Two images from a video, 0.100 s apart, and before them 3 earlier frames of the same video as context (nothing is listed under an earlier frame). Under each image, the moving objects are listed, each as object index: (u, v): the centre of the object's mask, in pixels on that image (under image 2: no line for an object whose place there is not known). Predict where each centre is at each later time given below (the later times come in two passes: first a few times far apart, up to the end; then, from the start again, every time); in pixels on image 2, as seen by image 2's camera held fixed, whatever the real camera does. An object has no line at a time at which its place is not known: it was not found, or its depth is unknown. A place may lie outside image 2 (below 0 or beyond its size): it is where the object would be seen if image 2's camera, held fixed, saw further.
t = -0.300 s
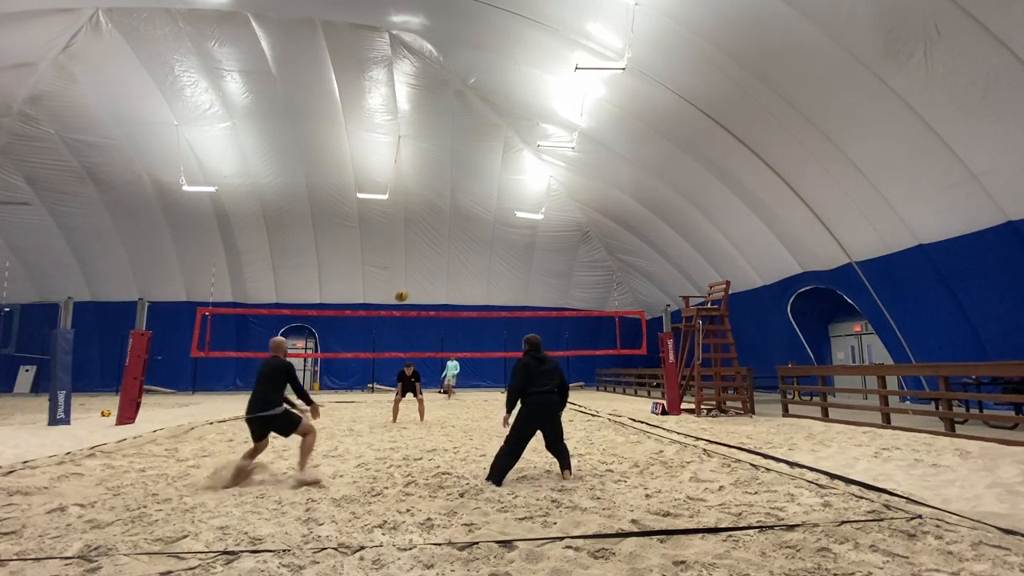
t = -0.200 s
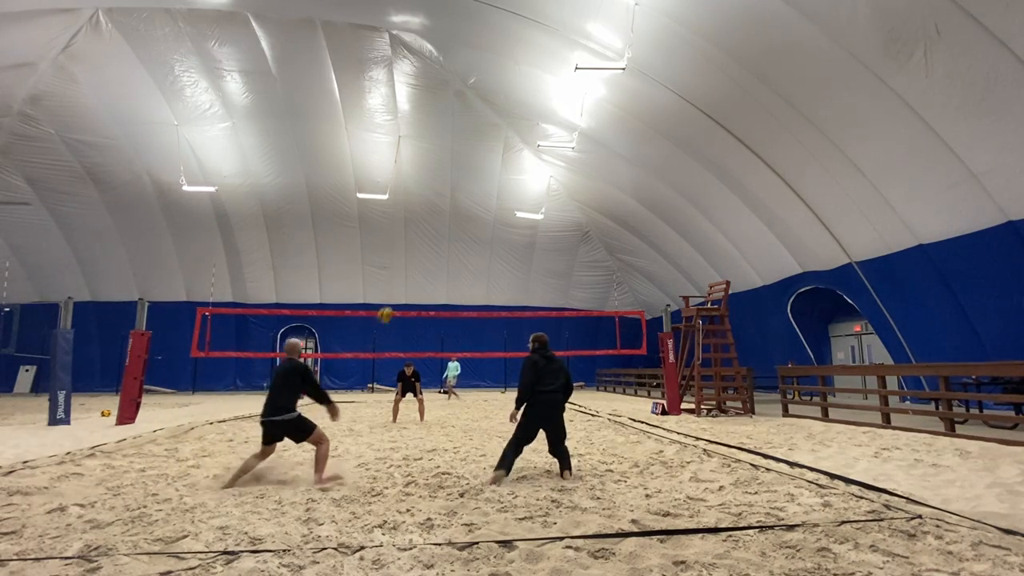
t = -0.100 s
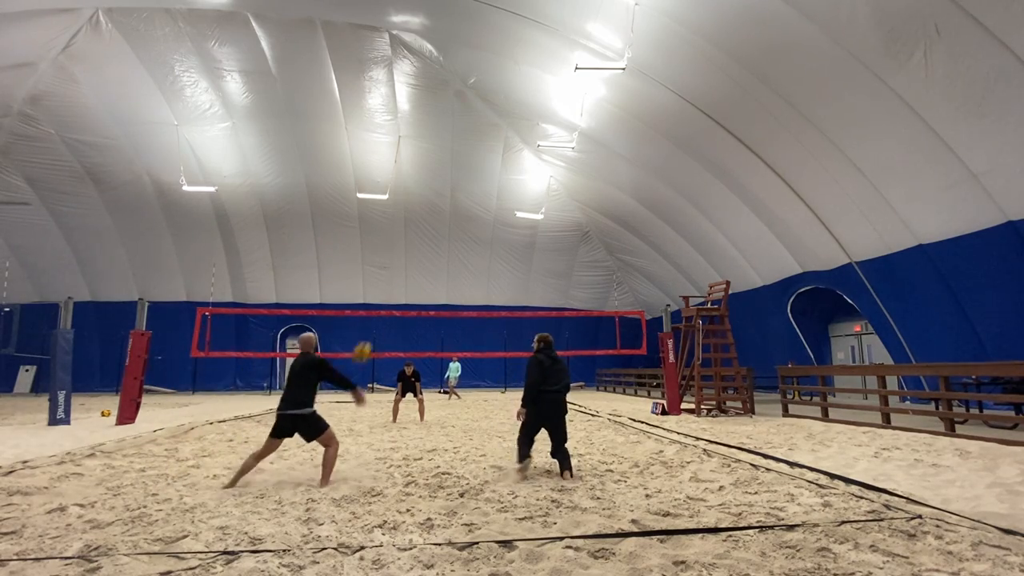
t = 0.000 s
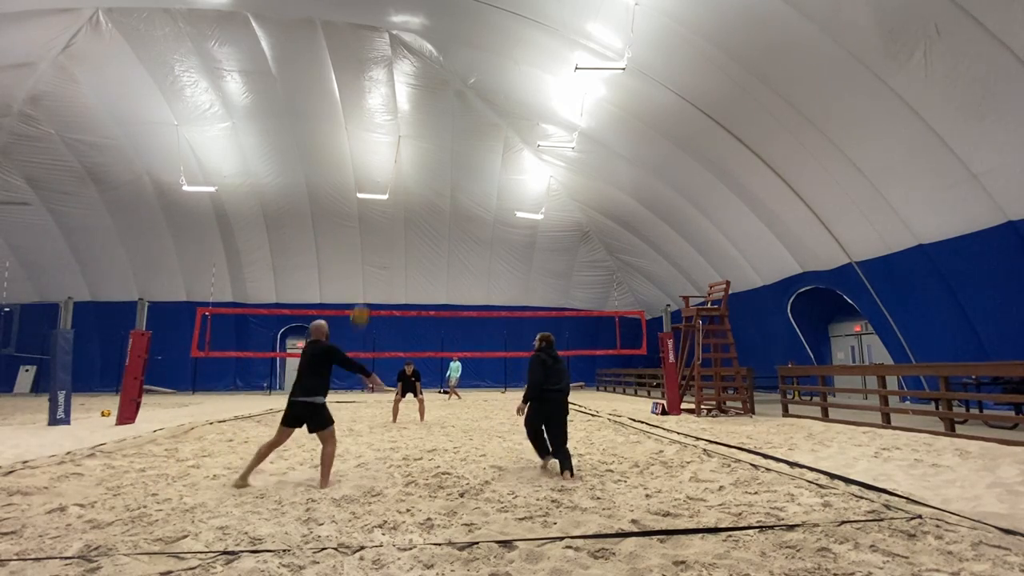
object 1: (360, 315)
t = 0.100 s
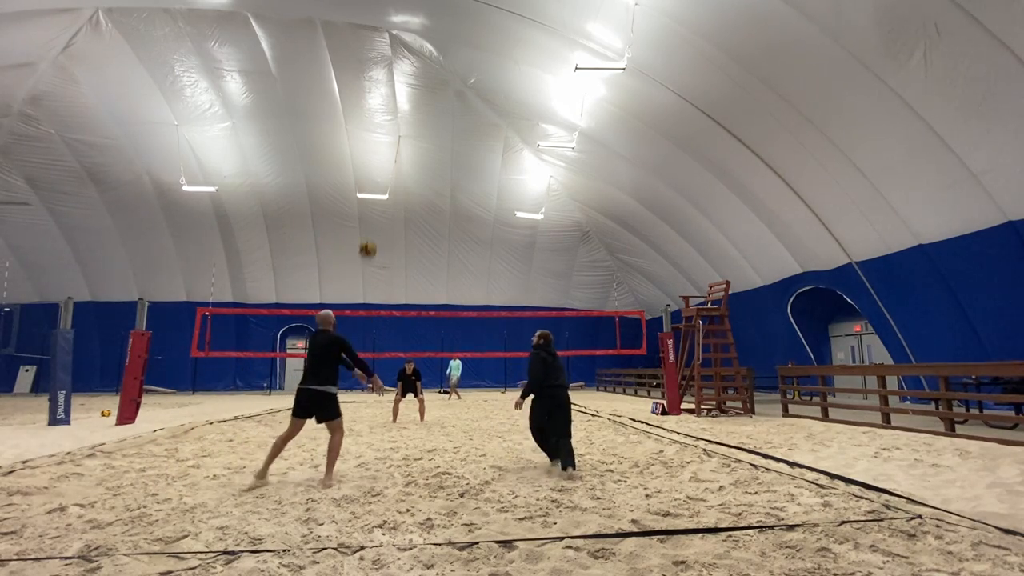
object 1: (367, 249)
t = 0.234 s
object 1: (375, 181)
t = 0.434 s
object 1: (384, 115)
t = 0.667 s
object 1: (391, 78)
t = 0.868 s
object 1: (395, 72)
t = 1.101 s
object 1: (398, 92)
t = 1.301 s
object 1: (400, 129)
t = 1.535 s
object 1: (402, 193)
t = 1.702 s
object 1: (403, 253)
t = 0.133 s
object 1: (370, 231)
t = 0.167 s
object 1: (372, 213)
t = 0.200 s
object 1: (373, 197)
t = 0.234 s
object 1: (375, 181)
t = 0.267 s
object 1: (377, 167)
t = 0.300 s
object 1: (379, 155)
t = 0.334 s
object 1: (380, 144)
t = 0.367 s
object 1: (382, 133)
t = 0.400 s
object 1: (383, 124)
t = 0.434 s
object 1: (384, 115)
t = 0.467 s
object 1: (385, 108)
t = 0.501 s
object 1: (387, 101)
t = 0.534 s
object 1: (388, 95)
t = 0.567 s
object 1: (388, 89)
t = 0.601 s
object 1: (389, 85)
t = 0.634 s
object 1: (390, 81)
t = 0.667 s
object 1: (391, 78)
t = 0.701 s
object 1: (392, 75)
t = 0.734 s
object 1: (392, 73)
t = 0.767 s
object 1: (393, 72)
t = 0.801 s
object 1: (393, 71)
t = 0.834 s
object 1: (394, 71)
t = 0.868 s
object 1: (395, 72)
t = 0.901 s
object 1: (395, 73)
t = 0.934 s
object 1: (396, 75)
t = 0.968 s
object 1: (396, 77)
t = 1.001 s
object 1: (397, 80)
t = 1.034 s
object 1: (397, 83)
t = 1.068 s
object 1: (398, 87)
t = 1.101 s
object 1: (398, 92)
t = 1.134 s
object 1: (398, 97)
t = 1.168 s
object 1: (399, 102)
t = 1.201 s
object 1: (399, 108)
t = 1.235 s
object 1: (400, 114)
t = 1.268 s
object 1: (400, 121)
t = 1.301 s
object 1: (400, 129)
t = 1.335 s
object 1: (401, 137)
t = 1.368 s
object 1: (401, 145)
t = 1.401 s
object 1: (401, 154)
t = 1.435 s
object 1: (401, 163)
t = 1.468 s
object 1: (401, 172)
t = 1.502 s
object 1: (402, 183)
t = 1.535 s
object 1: (402, 193)
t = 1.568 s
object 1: (402, 204)
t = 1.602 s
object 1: (403, 216)
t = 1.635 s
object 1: (403, 228)
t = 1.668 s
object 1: (403, 241)
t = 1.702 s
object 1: (403, 253)
